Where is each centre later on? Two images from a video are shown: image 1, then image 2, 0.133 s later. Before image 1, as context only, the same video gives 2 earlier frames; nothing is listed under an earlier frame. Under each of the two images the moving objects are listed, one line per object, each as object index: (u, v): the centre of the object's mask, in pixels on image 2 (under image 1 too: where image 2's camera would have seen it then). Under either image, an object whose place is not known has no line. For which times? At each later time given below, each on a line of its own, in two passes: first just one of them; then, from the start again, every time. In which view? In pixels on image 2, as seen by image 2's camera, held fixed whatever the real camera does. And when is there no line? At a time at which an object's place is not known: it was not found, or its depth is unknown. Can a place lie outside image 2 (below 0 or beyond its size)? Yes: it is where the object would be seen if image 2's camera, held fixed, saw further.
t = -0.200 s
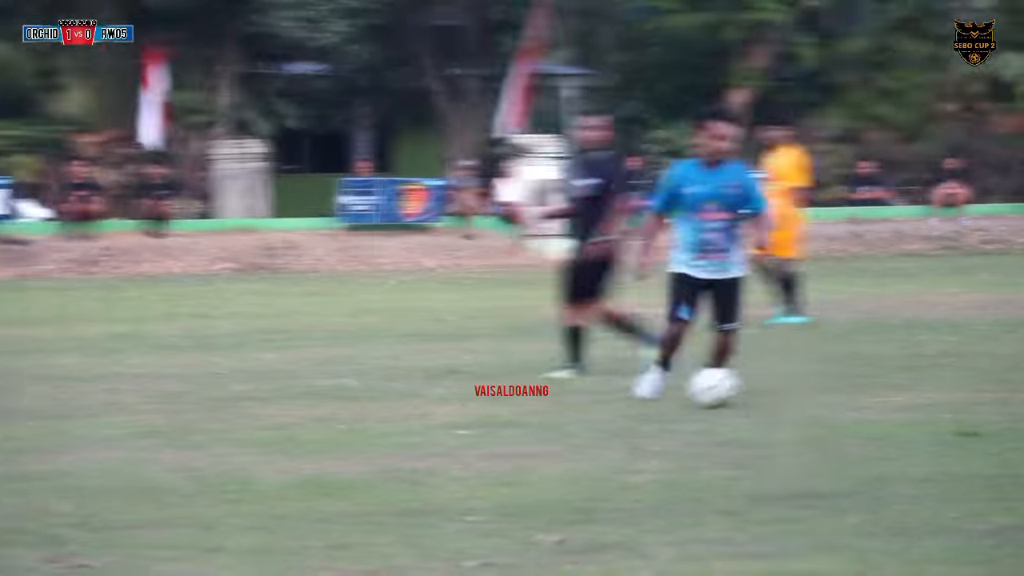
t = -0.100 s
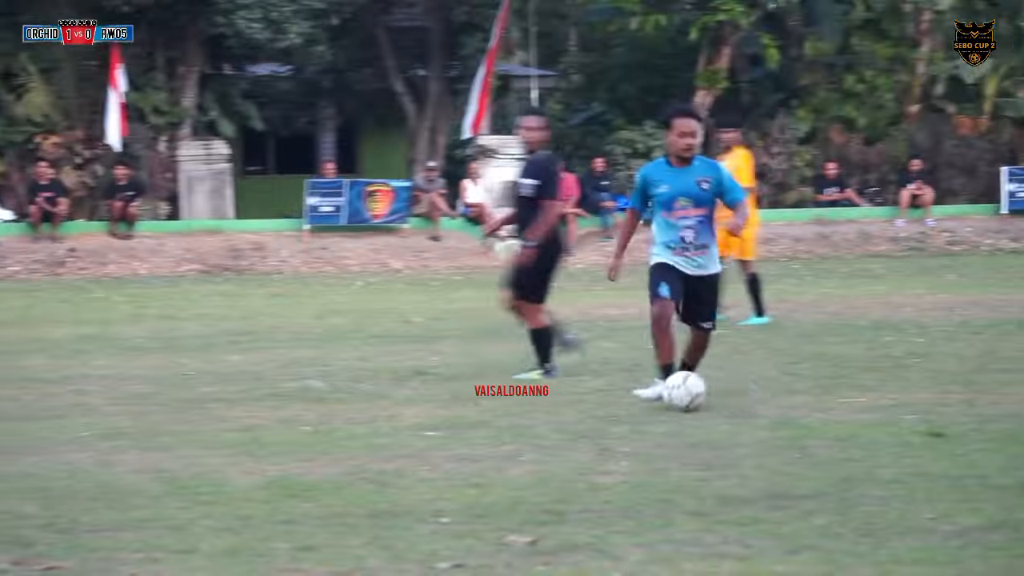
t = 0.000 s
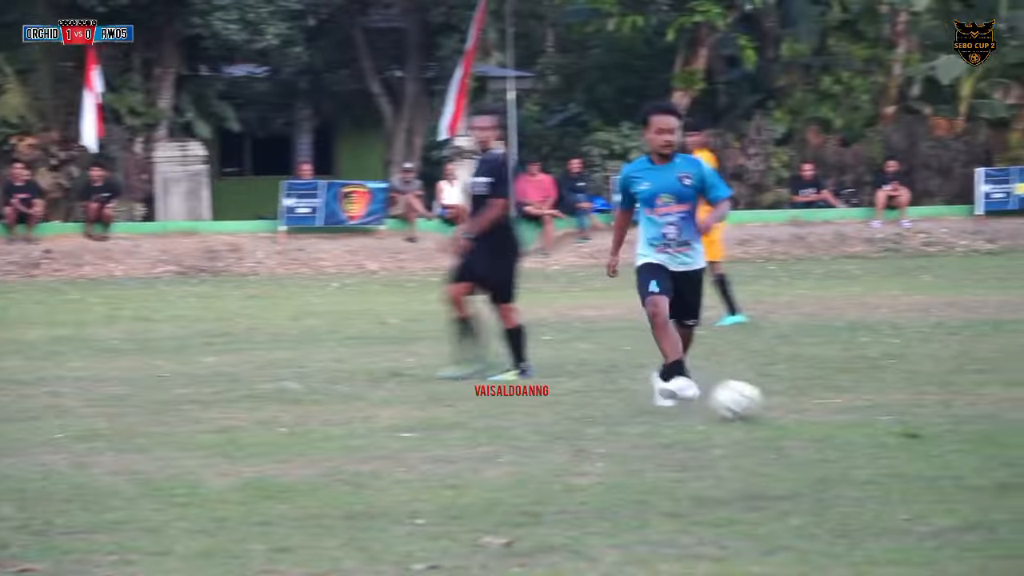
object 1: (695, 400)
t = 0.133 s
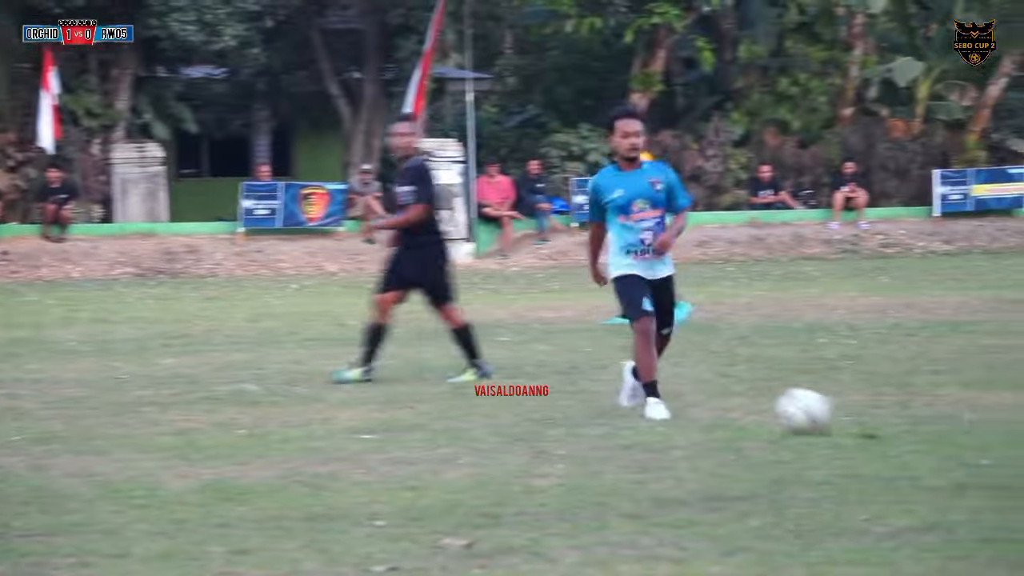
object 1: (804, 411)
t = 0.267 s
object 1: (913, 420)
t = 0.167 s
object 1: (834, 414)
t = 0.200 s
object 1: (859, 415)
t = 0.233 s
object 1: (885, 416)
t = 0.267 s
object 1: (913, 420)
